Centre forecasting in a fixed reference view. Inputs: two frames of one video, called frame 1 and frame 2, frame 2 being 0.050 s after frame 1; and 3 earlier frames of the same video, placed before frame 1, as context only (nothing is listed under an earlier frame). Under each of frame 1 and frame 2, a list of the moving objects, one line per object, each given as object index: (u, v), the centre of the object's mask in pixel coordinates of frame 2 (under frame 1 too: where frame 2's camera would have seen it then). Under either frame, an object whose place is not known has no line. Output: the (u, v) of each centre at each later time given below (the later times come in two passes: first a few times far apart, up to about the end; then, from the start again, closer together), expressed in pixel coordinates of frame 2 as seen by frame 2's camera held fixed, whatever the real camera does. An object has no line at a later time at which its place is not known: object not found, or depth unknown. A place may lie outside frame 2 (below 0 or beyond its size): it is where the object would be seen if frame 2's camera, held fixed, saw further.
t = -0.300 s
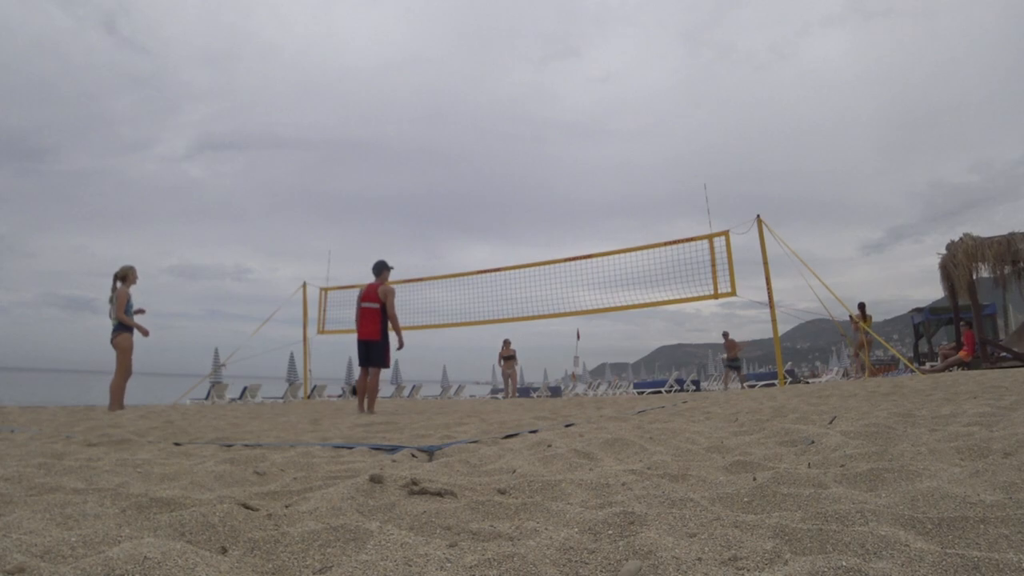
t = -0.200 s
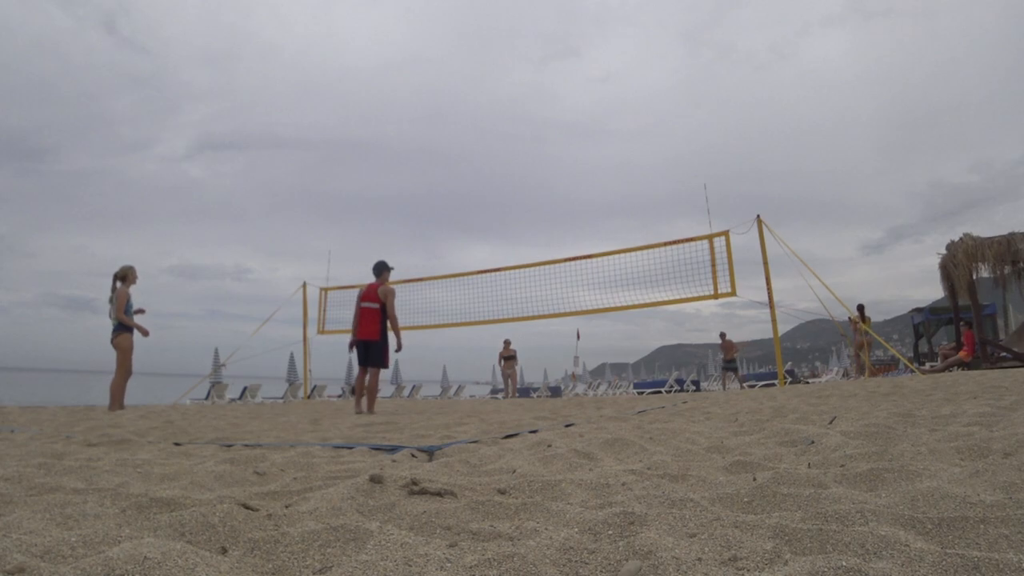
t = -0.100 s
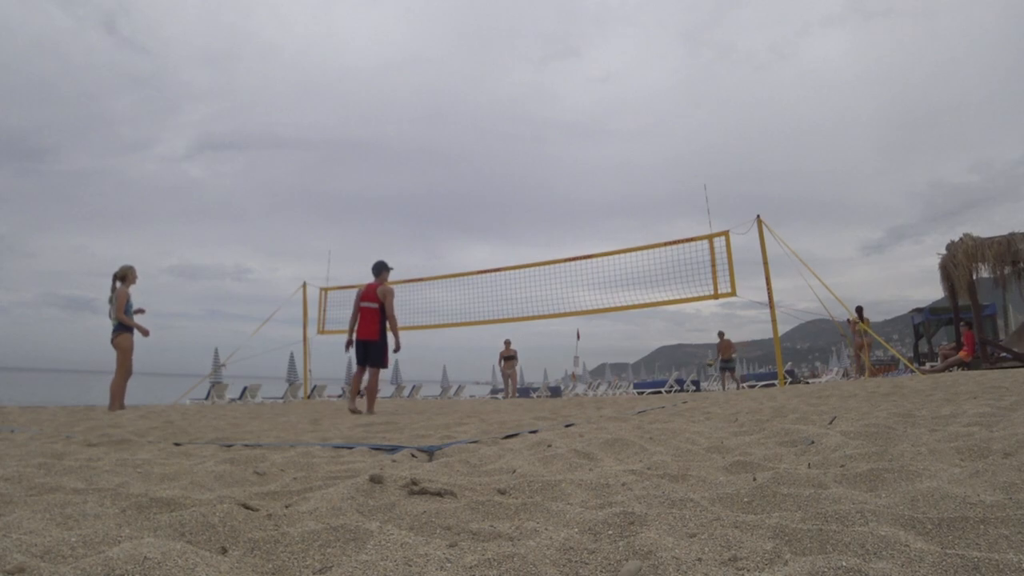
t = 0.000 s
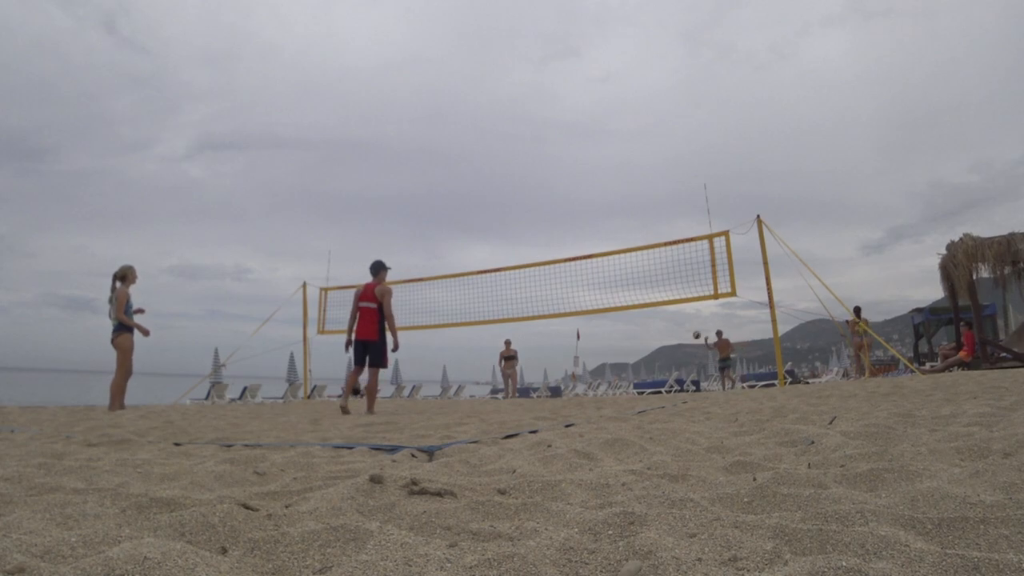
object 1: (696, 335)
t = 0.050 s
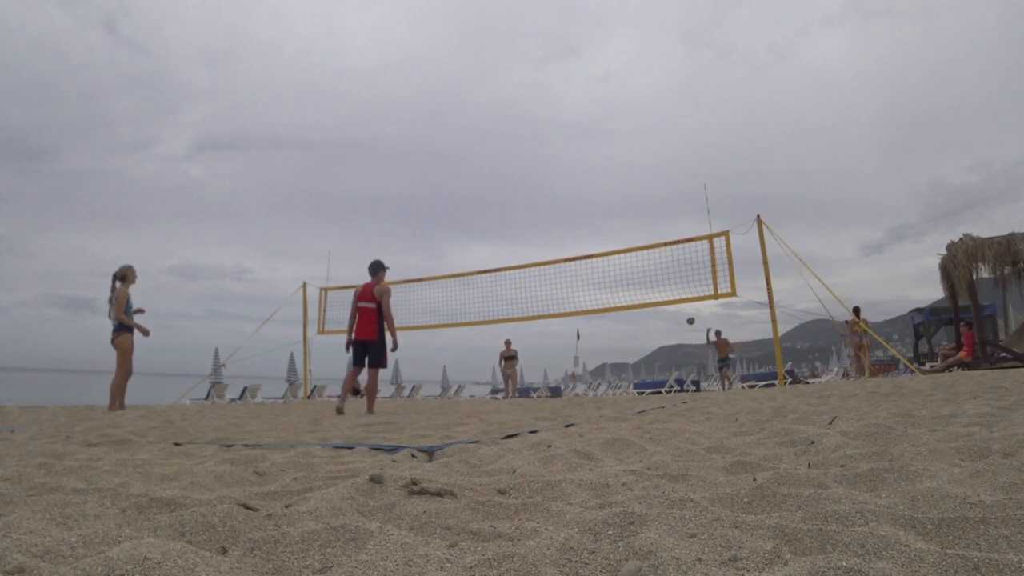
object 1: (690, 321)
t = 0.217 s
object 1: (668, 276)
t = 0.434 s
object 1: (637, 232)
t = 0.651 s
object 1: (603, 203)
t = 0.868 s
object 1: (566, 195)
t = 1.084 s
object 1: (523, 212)
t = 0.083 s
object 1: (686, 311)
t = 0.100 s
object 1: (684, 306)
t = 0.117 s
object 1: (682, 304)
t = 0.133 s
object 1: (679, 296)
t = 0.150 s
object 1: (677, 293)
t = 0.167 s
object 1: (675, 289)
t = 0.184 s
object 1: (673, 285)
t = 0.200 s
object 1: (670, 281)
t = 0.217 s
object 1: (668, 276)
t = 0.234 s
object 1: (666, 272)
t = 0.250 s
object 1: (664, 268)
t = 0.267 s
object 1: (661, 265)
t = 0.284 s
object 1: (659, 261)
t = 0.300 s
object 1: (657, 257)
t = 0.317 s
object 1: (654, 254)
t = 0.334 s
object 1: (652, 252)
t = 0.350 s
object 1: (650, 248)
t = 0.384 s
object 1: (644, 241)
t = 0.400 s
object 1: (642, 237)
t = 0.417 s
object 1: (640, 234)
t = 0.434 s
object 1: (637, 232)
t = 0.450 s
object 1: (635, 229)
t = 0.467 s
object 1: (632, 226)
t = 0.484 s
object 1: (630, 223)
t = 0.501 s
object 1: (627, 221)
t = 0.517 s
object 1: (625, 218)
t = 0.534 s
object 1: (622, 216)
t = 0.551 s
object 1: (620, 214)
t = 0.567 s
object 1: (617, 212)
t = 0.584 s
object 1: (614, 210)
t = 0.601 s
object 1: (612, 208)
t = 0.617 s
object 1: (609, 206)
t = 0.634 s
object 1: (606, 205)
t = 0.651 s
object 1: (603, 203)
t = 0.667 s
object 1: (601, 201)
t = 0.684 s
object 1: (598, 200)
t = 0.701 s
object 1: (595, 199)
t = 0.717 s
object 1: (592, 198)
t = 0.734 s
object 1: (590, 197)
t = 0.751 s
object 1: (587, 196)
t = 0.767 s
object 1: (584, 196)
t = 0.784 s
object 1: (581, 195)
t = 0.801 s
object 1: (578, 195)
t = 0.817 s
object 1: (575, 195)
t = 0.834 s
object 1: (572, 194)
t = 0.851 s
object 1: (569, 194)
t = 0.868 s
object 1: (566, 195)
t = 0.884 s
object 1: (563, 195)
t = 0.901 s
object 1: (560, 196)
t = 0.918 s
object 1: (557, 196)
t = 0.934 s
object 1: (554, 197)
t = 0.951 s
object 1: (551, 198)
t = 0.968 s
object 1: (547, 199)
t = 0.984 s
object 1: (544, 200)
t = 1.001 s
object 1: (541, 202)
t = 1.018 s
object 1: (537, 203)
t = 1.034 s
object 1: (534, 205)
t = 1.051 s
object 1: (530, 207)
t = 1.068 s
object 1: (527, 209)
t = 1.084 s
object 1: (523, 212)
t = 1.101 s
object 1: (520, 214)
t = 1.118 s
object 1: (516, 217)
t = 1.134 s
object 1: (512, 220)
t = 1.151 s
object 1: (509, 223)
